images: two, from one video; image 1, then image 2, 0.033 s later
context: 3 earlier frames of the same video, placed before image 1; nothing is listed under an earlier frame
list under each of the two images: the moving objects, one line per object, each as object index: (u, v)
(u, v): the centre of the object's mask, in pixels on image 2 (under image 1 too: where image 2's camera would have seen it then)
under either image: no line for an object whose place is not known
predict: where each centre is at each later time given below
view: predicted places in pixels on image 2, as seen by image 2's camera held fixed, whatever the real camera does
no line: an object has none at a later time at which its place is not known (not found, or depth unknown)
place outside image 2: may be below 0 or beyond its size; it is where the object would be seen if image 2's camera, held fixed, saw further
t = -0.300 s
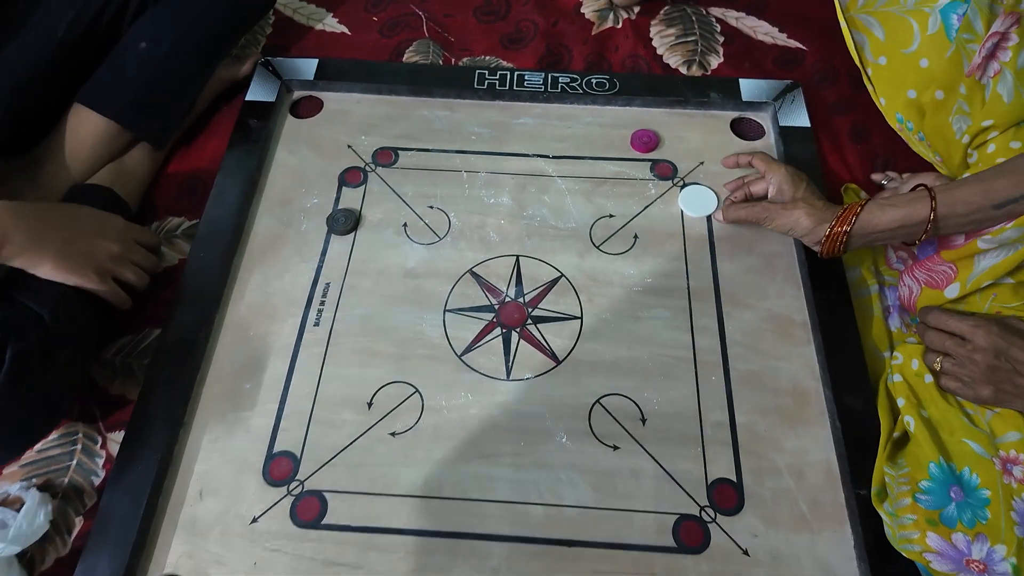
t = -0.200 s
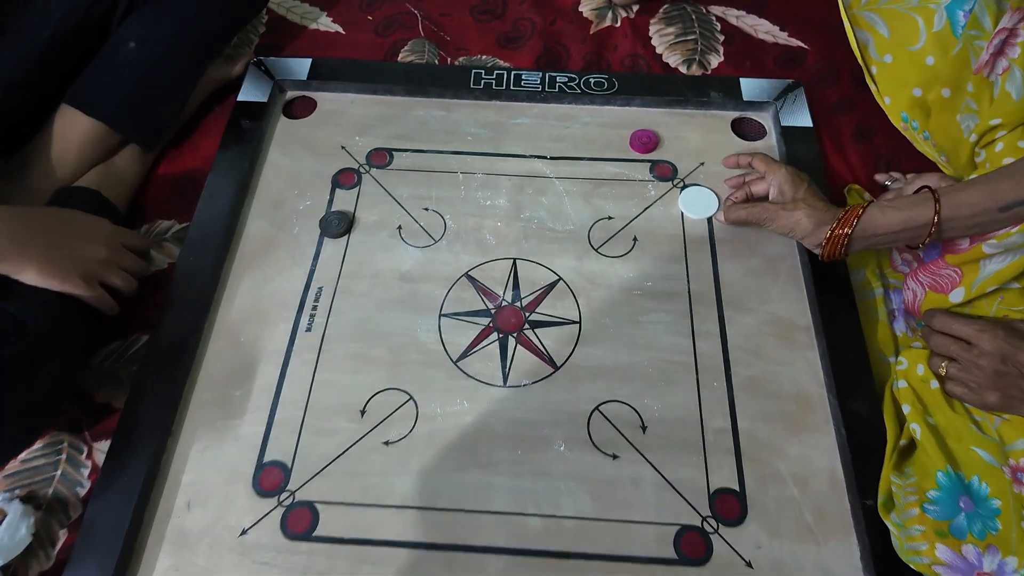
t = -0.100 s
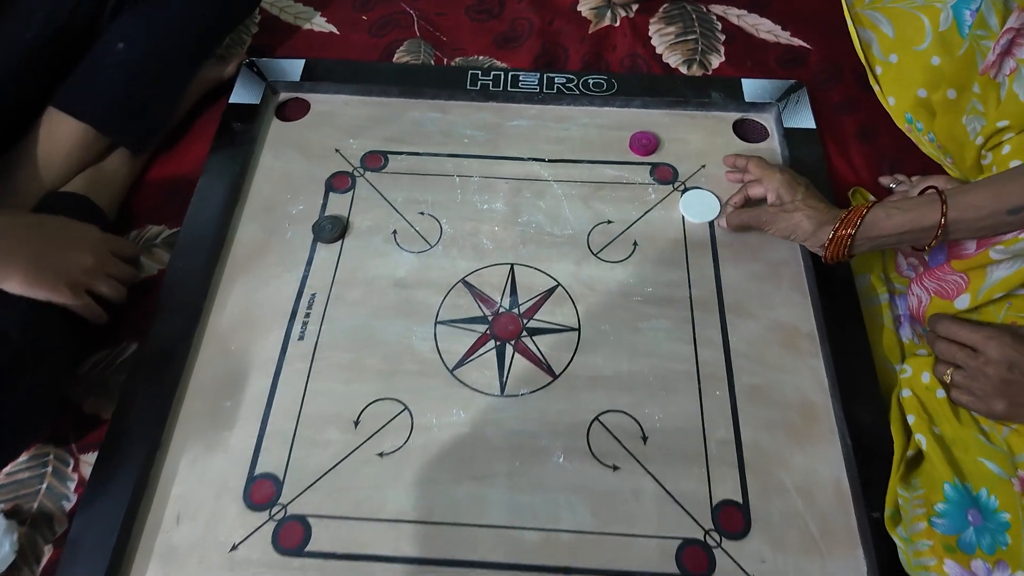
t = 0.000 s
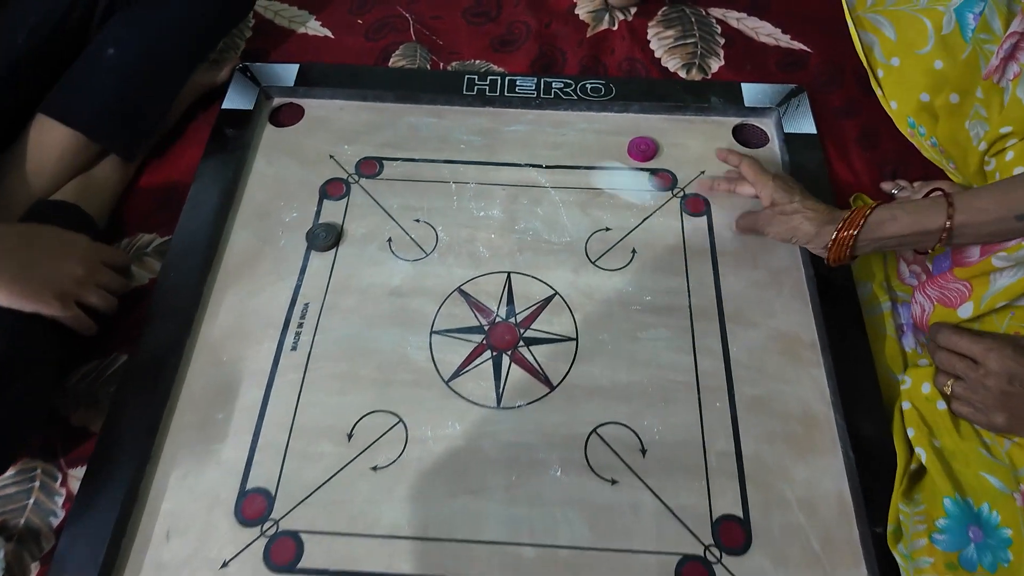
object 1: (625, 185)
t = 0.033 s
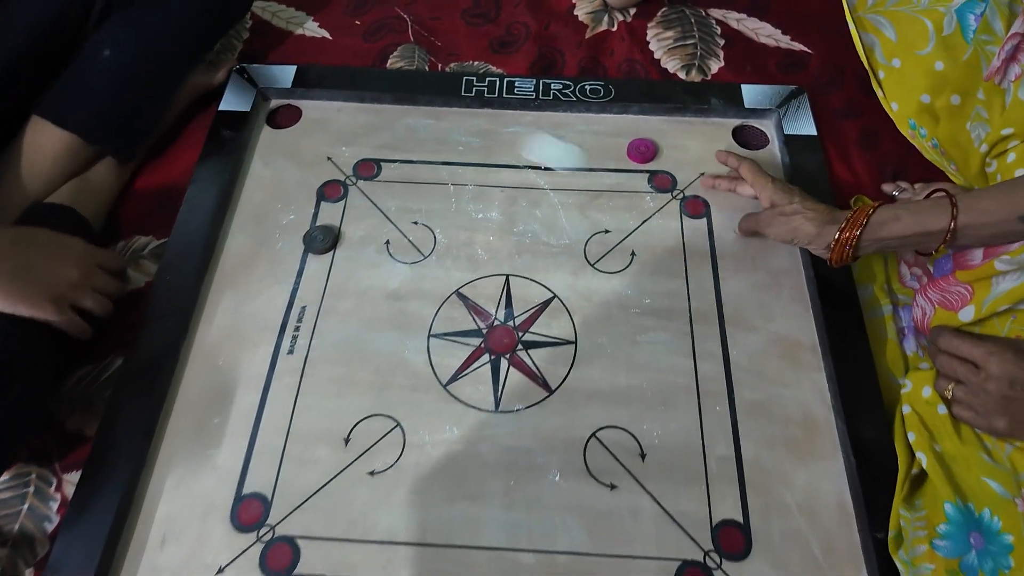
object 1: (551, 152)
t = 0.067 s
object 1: (483, 126)
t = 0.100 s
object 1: (417, 137)
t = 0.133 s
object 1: (358, 150)
